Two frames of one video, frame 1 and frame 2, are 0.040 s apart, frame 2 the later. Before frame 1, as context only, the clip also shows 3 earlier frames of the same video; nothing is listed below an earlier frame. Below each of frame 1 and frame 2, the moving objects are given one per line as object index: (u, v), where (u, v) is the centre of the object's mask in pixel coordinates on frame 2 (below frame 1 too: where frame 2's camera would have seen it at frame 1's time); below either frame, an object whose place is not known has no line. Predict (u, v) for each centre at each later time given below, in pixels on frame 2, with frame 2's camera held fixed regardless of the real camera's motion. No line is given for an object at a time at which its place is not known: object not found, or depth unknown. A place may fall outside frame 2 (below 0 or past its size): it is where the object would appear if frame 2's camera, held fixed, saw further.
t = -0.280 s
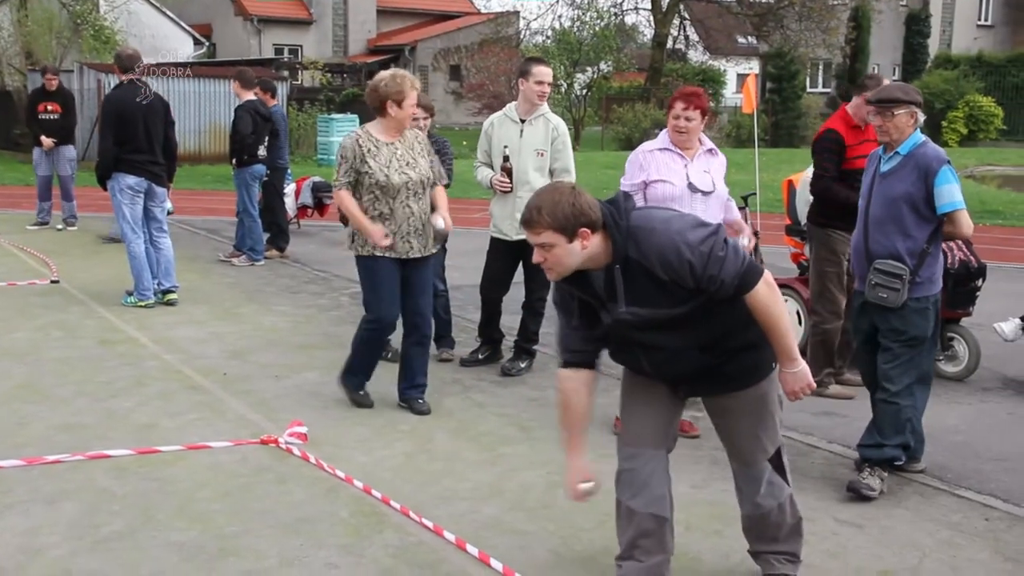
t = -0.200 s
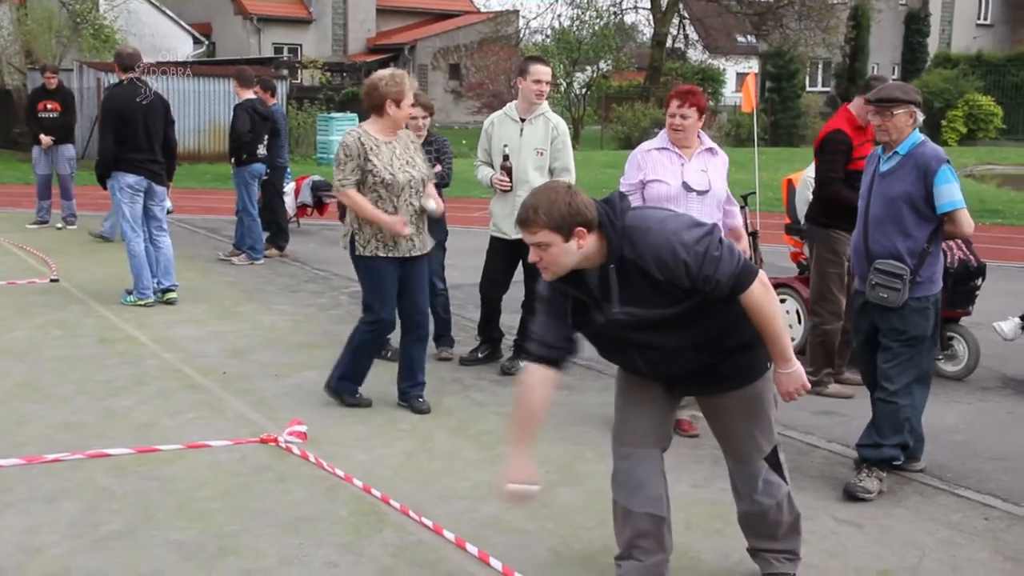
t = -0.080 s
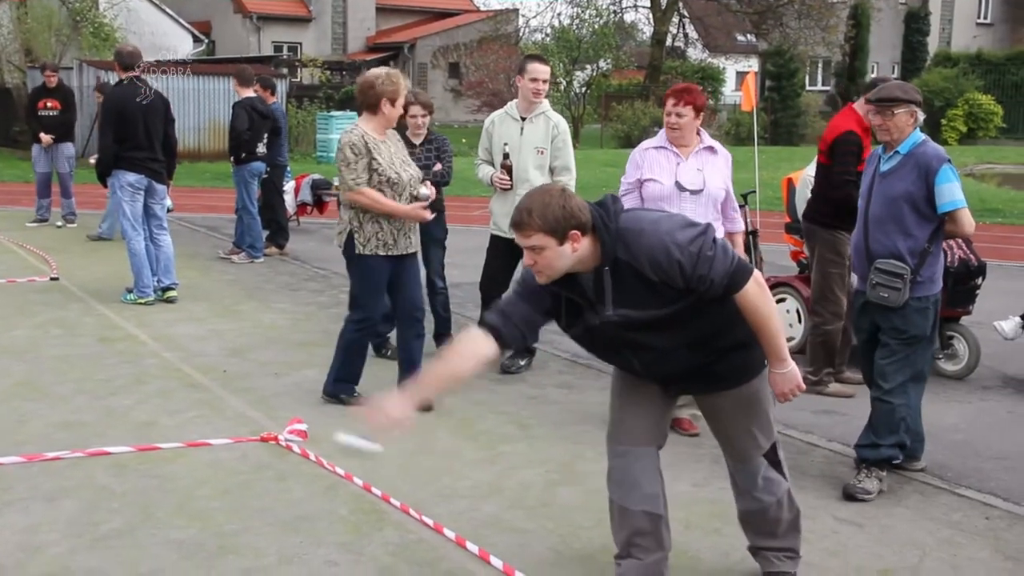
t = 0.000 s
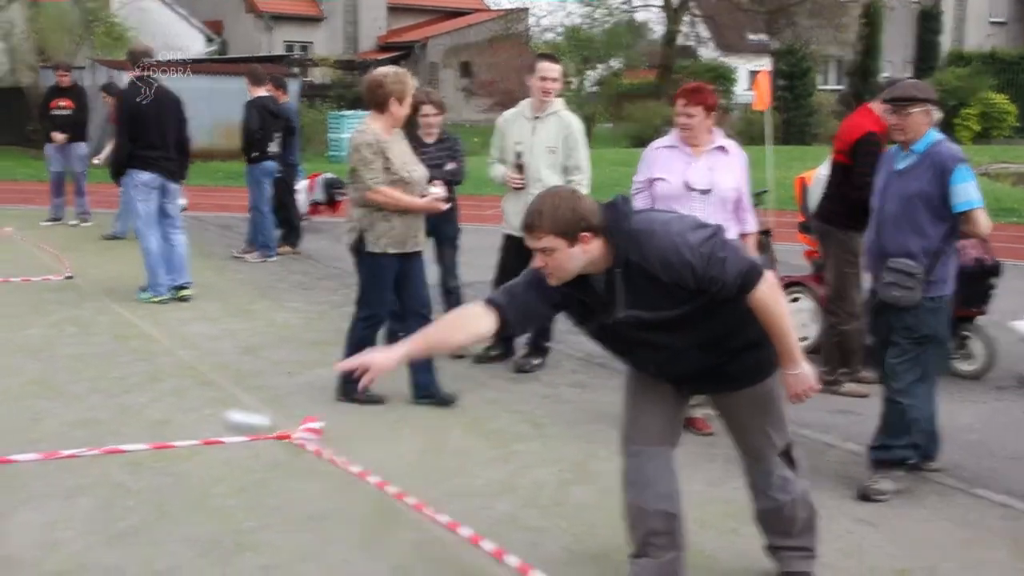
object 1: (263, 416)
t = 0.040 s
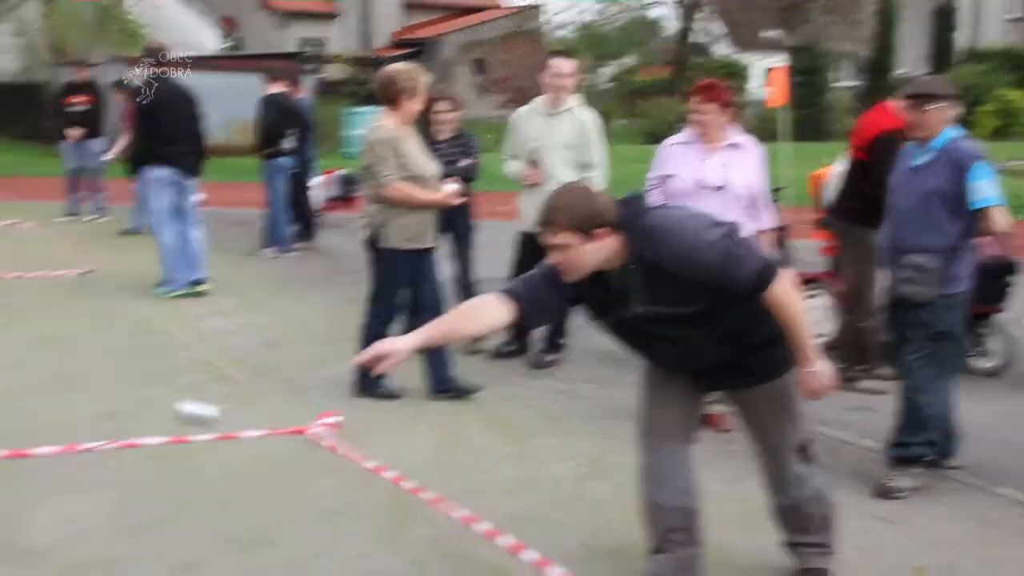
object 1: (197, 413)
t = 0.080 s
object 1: (131, 415)
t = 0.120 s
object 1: (62, 423)
